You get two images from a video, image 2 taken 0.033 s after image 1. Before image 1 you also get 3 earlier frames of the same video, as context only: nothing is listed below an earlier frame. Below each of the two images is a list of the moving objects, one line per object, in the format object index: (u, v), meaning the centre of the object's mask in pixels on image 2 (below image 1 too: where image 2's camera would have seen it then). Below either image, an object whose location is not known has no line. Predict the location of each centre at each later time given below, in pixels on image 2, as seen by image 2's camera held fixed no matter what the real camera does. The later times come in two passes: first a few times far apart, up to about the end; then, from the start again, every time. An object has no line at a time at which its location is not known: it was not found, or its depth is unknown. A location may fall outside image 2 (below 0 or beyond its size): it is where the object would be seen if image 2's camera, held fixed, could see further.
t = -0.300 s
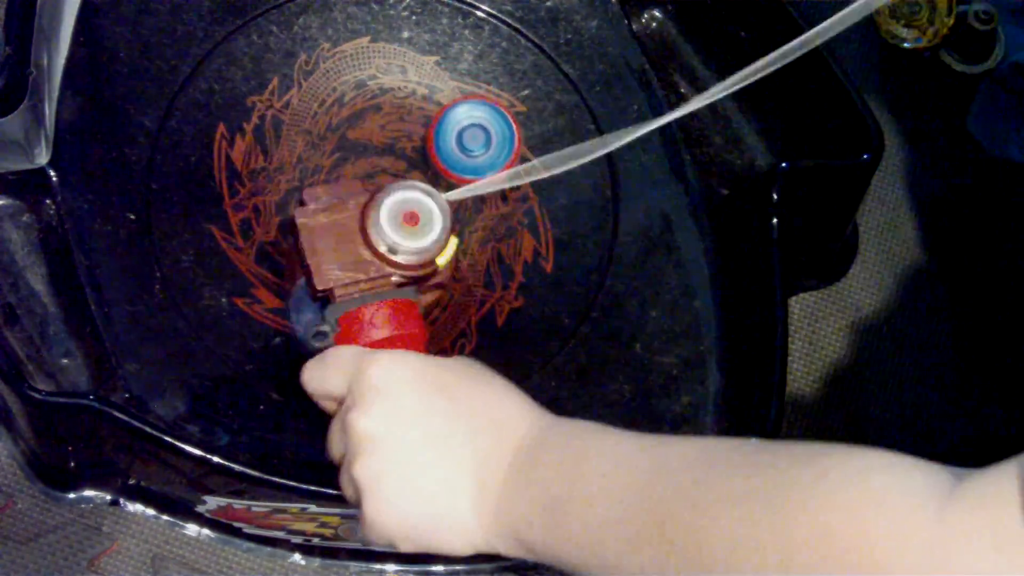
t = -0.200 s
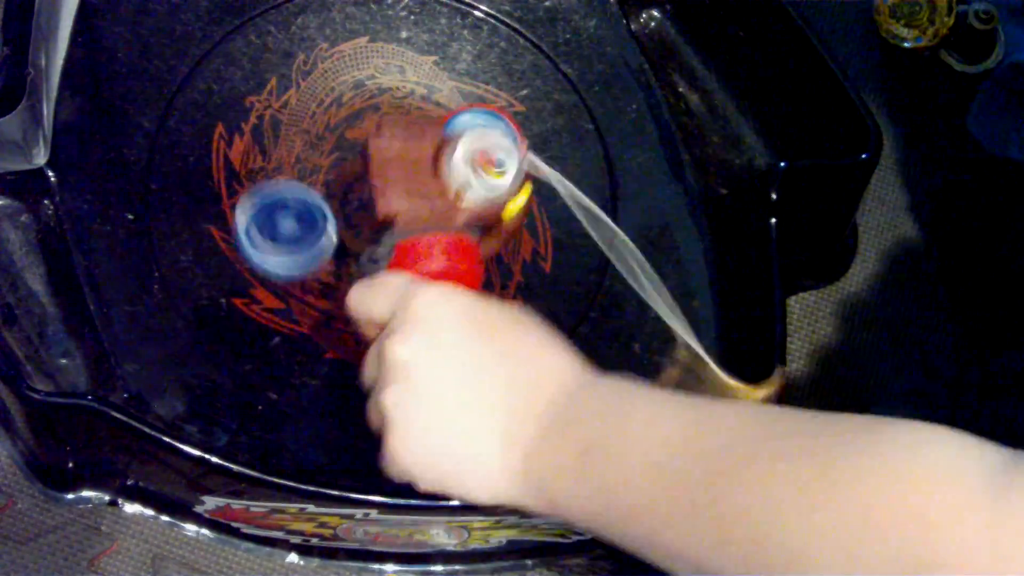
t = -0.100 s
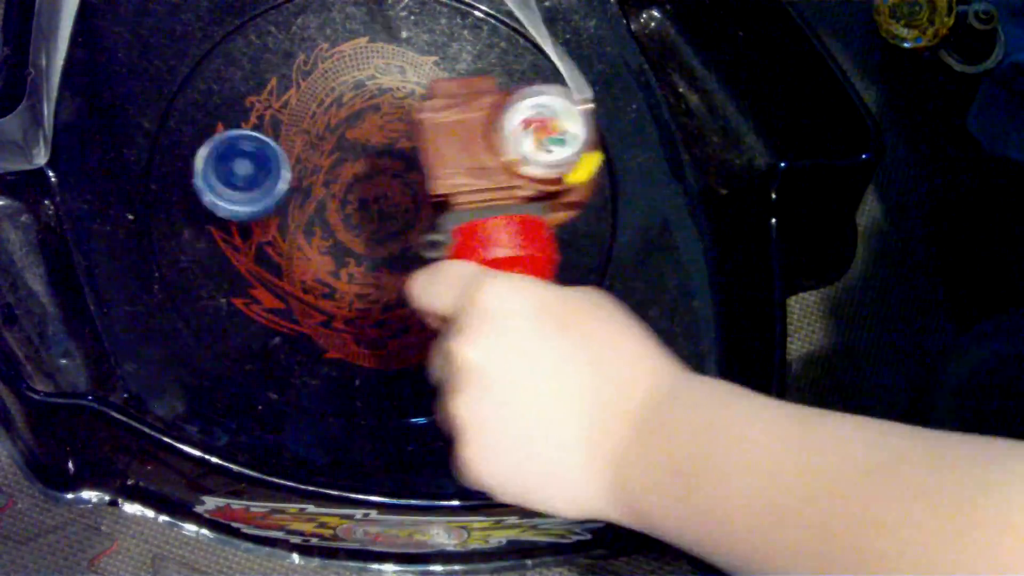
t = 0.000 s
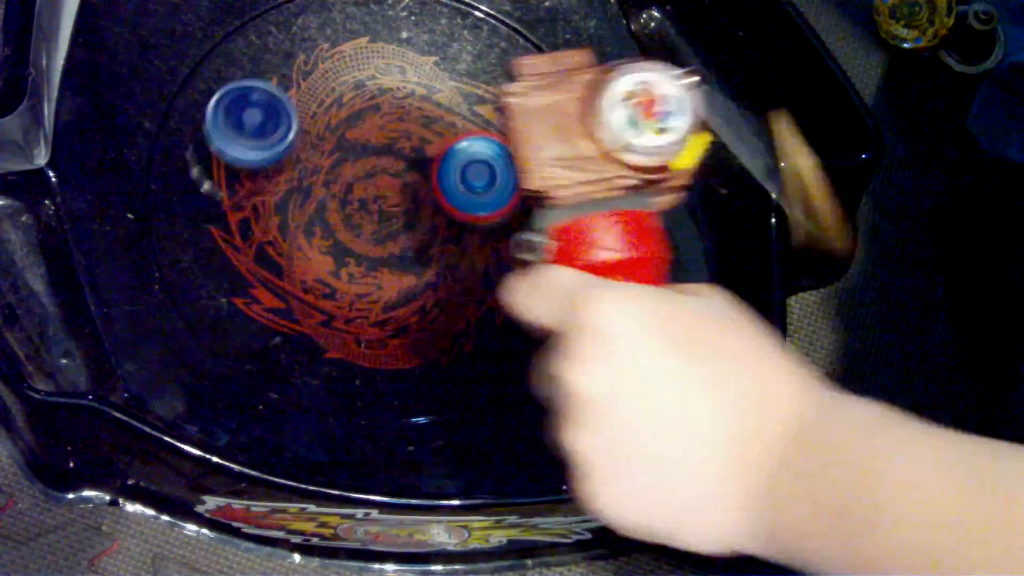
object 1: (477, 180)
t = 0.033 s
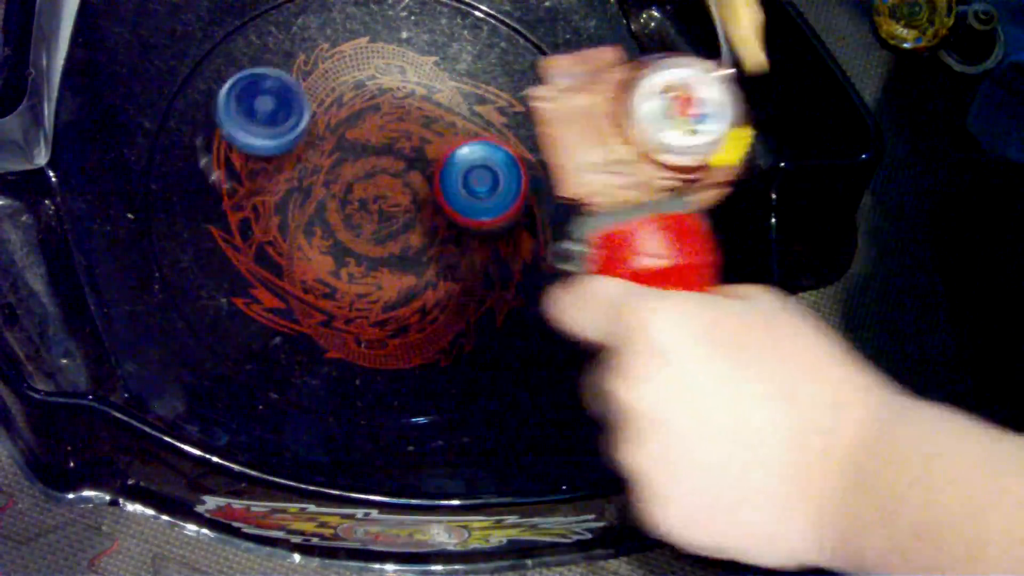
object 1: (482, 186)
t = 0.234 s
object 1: (491, 206)
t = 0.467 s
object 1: (491, 222)
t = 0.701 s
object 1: (480, 239)
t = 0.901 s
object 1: (468, 257)
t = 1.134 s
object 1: (447, 273)
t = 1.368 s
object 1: (419, 282)
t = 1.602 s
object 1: (389, 290)
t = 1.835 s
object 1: (358, 289)
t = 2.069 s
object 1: (330, 280)
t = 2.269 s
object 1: (312, 267)
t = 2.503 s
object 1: (295, 247)
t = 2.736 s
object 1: (286, 221)
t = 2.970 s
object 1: (281, 195)
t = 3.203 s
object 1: (283, 169)
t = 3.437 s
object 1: (293, 149)
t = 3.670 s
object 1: (313, 131)
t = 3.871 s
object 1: (335, 119)
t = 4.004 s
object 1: (353, 112)
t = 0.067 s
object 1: (484, 190)
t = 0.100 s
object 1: (486, 194)
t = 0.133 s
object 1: (487, 198)
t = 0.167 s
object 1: (490, 202)
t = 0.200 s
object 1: (491, 204)
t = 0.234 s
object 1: (491, 206)
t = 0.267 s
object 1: (492, 209)
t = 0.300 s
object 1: (492, 211)
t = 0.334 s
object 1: (492, 213)
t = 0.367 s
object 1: (492, 215)
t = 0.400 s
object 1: (492, 218)
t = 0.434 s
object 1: (491, 220)
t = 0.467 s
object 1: (491, 222)
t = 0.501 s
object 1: (489, 225)
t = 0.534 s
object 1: (488, 227)
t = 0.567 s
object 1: (486, 230)
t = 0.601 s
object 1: (485, 231)
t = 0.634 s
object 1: (483, 234)
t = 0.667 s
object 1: (481, 236)
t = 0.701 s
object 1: (480, 239)
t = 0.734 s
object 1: (478, 242)
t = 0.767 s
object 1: (476, 245)
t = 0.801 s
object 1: (474, 247)
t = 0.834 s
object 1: (472, 250)
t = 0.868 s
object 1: (470, 254)
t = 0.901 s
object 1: (468, 257)
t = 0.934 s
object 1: (465, 260)
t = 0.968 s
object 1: (463, 262)
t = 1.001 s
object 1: (459, 264)
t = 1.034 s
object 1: (456, 267)
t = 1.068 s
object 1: (453, 269)
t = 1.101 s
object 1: (451, 272)
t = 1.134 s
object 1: (447, 273)
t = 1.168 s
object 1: (444, 275)
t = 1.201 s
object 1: (439, 278)
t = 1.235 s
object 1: (436, 279)
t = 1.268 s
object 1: (432, 280)
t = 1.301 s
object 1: (428, 281)
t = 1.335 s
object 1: (423, 282)
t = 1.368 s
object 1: (419, 282)
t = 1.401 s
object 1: (415, 283)
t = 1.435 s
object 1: (410, 284)
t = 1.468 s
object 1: (406, 286)
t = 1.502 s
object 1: (402, 287)
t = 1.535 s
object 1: (397, 288)
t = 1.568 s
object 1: (393, 289)
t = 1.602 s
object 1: (389, 290)
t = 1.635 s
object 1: (384, 291)
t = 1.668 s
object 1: (380, 291)
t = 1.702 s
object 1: (375, 291)
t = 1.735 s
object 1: (371, 291)
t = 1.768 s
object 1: (367, 290)
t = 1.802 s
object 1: (362, 290)
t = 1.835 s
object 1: (358, 289)
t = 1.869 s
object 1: (353, 288)
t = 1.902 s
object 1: (349, 287)
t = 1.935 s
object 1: (344, 286)
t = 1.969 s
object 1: (340, 285)
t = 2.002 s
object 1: (337, 284)
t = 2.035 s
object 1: (333, 282)
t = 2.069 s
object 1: (330, 280)
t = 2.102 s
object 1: (327, 279)
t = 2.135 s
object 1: (323, 277)
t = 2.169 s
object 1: (320, 275)
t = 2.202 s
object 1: (318, 273)
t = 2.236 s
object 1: (315, 271)
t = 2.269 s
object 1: (312, 267)
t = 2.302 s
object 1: (310, 265)
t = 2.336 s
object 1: (307, 262)
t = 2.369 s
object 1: (304, 259)
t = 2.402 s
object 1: (302, 256)
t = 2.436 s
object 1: (299, 253)
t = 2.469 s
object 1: (298, 250)
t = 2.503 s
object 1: (295, 247)
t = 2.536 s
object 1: (294, 244)
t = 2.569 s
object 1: (292, 241)
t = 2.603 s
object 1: (291, 237)
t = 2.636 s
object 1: (289, 233)
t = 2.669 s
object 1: (288, 229)
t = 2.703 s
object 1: (287, 225)
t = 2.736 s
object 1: (286, 221)
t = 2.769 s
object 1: (285, 217)
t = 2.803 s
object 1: (284, 214)
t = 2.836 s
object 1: (284, 210)
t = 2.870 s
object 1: (283, 206)
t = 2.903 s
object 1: (282, 202)
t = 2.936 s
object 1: (282, 199)
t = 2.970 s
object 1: (281, 195)
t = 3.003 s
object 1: (282, 192)
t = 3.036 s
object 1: (282, 188)
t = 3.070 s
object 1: (281, 184)
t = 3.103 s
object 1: (281, 180)
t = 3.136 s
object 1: (281, 176)
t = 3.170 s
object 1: (282, 172)
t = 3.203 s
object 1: (283, 169)
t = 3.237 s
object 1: (284, 166)
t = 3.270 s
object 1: (284, 163)
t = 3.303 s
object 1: (285, 160)
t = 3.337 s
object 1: (287, 157)
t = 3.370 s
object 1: (291, 154)
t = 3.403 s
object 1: (291, 151)
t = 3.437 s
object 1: (293, 149)
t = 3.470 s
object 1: (296, 146)
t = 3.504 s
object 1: (297, 143)
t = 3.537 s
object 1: (300, 140)
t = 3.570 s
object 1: (303, 138)
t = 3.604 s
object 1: (306, 136)
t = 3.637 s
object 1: (309, 134)
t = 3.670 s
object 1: (313, 131)
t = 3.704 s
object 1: (315, 129)
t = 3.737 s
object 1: (319, 127)
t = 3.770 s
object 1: (323, 125)
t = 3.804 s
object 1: (327, 123)
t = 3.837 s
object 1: (331, 120)
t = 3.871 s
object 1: (335, 119)
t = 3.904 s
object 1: (339, 117)
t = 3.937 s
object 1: (344, 115)
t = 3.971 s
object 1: (348, 113)
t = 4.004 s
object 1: (353, 112)
